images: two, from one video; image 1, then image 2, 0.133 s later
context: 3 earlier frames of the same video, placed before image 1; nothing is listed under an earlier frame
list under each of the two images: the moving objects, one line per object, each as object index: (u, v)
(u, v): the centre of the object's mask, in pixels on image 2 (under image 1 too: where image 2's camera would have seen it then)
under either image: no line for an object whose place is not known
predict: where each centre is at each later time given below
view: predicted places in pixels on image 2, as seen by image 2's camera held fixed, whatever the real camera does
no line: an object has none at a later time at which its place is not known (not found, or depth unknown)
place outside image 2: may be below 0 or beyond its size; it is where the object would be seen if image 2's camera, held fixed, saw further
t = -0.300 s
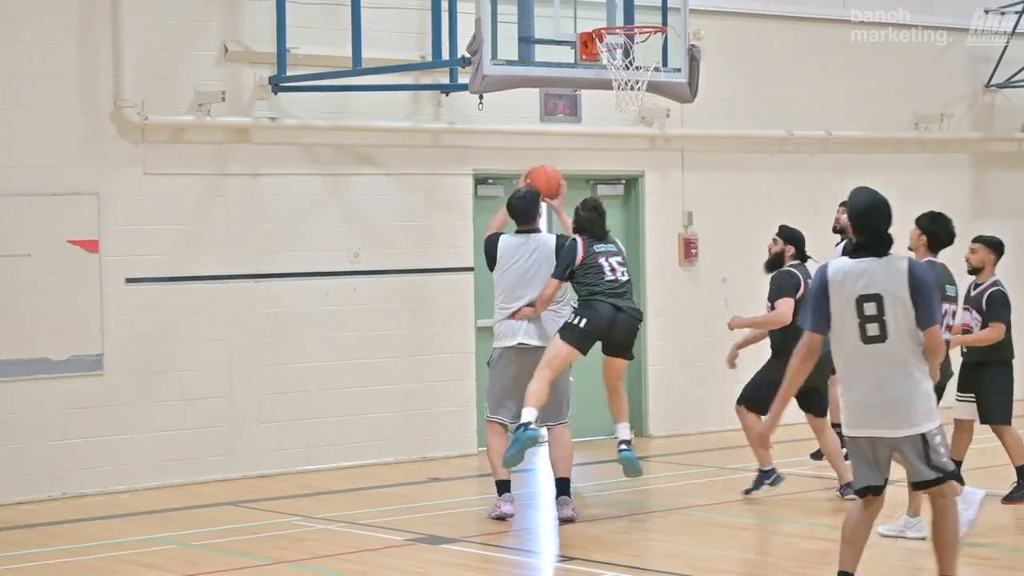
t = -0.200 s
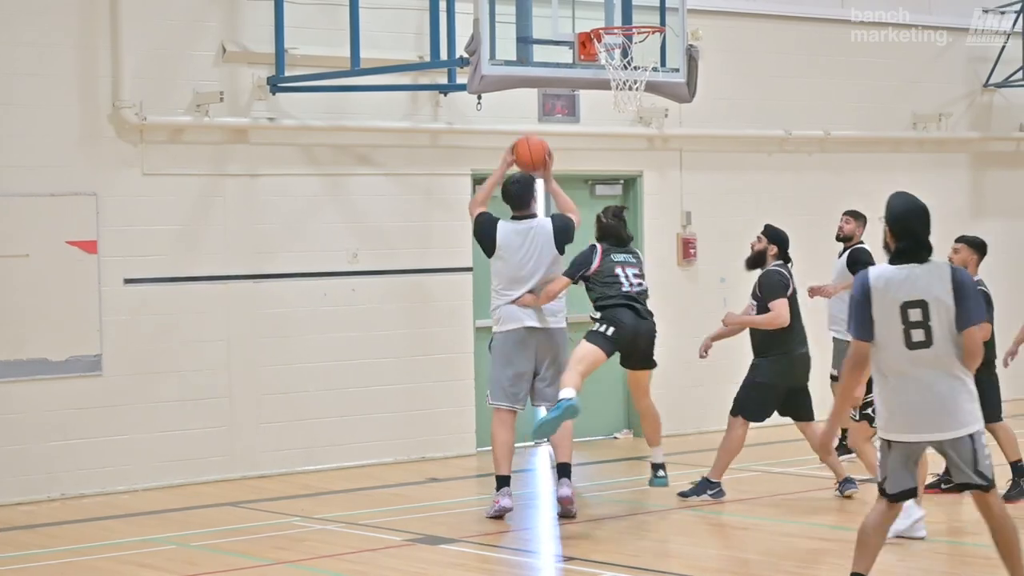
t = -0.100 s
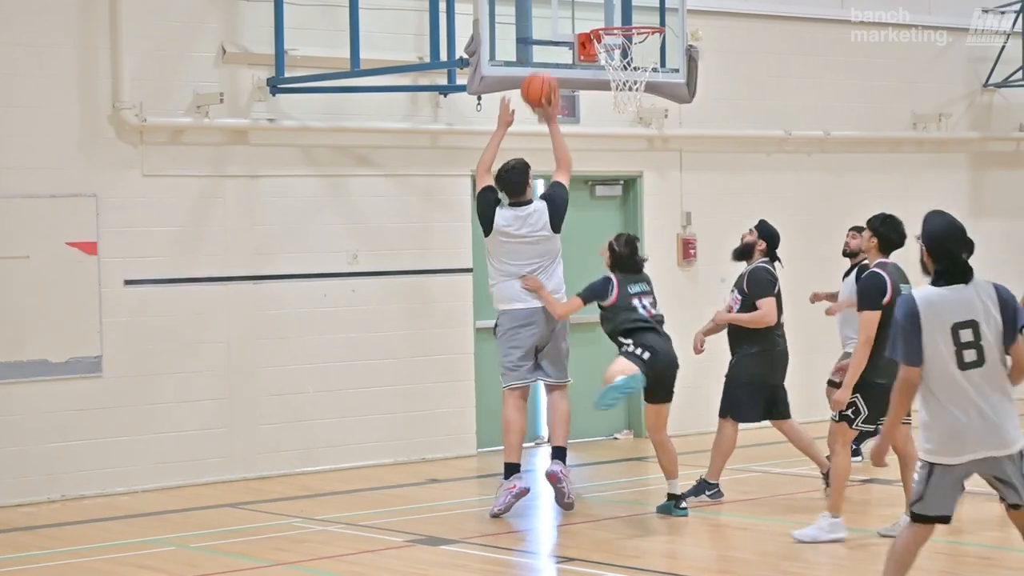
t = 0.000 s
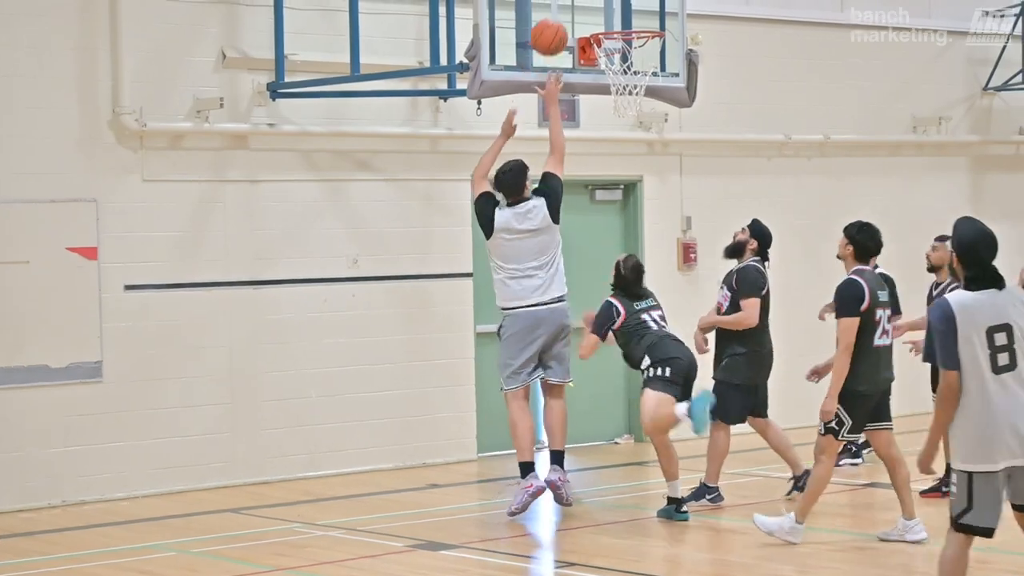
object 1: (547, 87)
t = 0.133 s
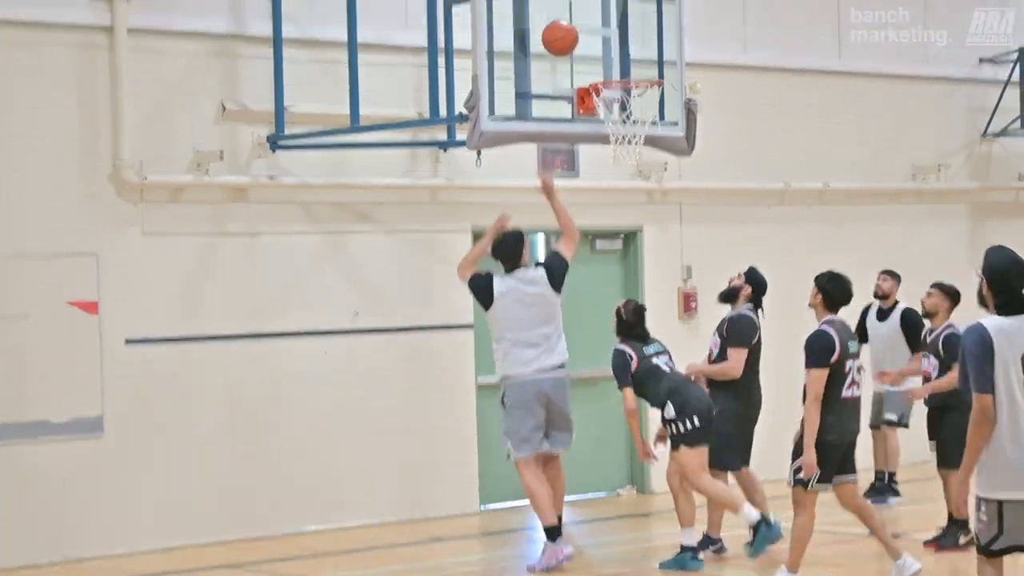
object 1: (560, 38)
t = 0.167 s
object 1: (568, 33)
